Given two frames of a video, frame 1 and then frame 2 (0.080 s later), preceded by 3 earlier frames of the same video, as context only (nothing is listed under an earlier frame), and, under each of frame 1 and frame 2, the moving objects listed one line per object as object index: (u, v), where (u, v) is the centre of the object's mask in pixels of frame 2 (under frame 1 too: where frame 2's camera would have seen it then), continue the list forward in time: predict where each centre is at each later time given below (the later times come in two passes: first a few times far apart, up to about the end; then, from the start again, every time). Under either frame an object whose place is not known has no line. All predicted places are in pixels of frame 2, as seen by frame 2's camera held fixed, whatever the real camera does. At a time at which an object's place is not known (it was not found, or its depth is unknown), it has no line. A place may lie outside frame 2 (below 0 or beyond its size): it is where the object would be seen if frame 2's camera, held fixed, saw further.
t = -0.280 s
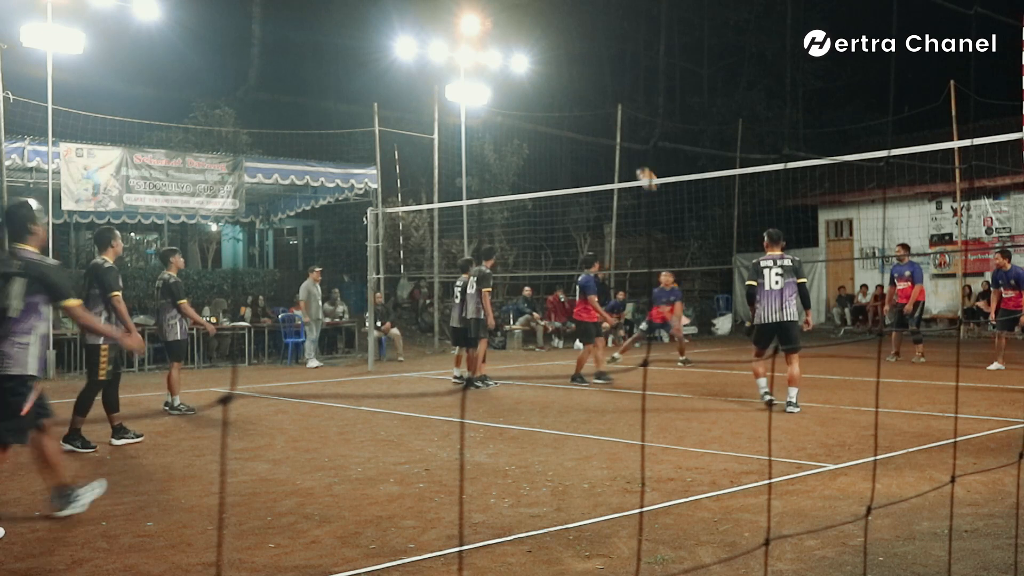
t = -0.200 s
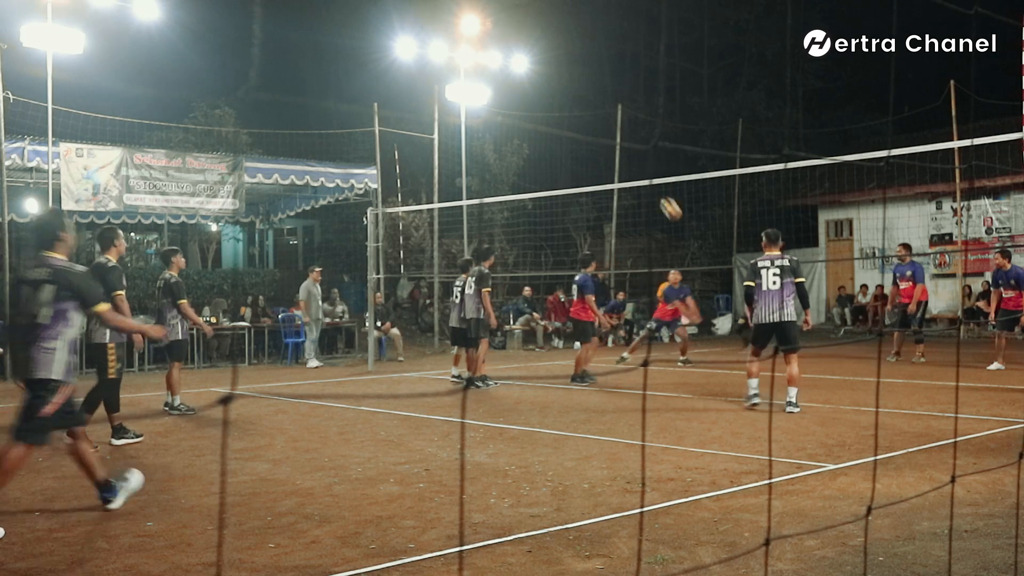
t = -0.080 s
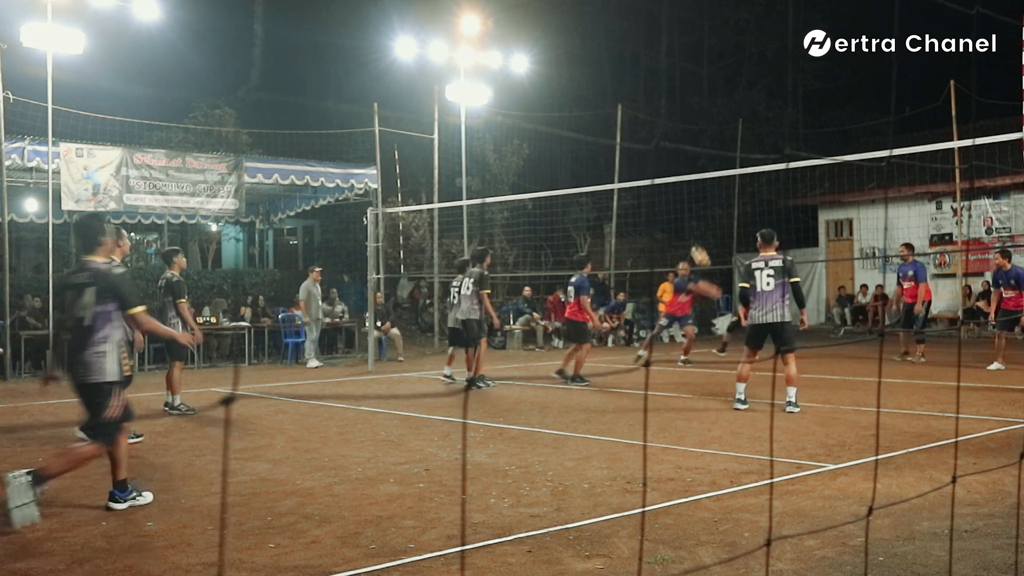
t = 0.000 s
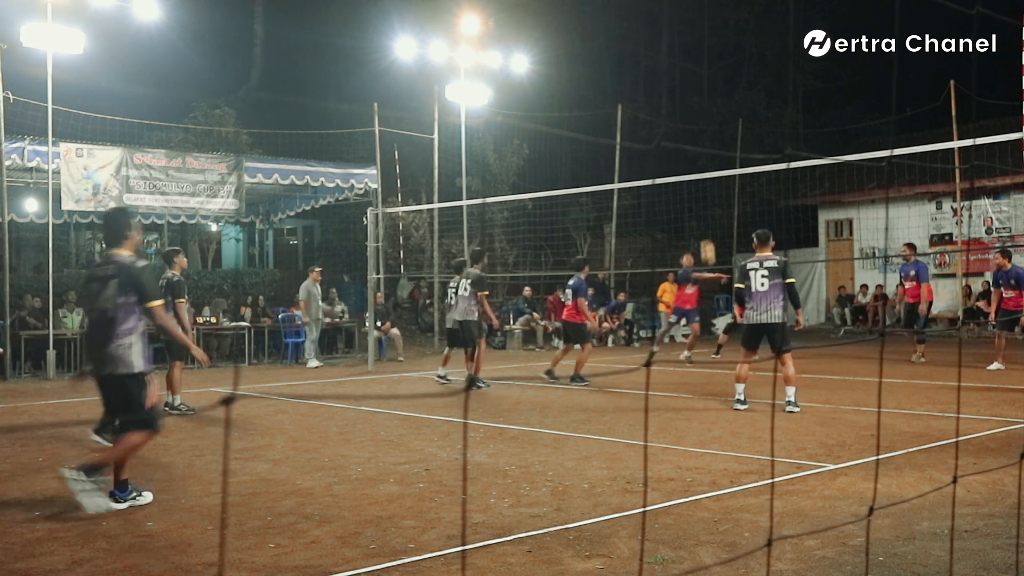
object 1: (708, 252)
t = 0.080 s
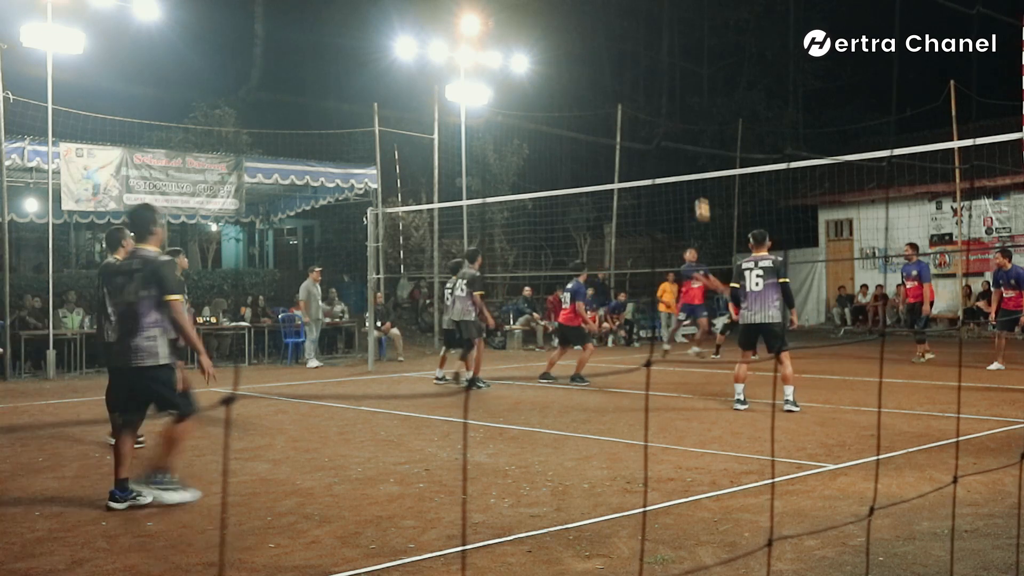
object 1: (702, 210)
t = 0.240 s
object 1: (692, 138)
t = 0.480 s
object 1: (676, 63)
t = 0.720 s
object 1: (662, 23)
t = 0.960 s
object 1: (648, 22)
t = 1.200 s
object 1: (634, 63)
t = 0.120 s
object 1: (700, 191)
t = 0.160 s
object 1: (697, 171)
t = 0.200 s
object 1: (695, 155)
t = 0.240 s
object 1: (692, 138)
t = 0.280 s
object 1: (689, 123)
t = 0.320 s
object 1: (687, 109)
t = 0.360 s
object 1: (684, 96)
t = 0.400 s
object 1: (682, 83)
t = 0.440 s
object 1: (679, 73)
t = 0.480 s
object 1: (676, 63)
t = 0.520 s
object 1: (674, 53)
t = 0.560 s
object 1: (671, 45)
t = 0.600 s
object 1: (669, 38)
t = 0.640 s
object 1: (667, 32)
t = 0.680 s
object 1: (664, 27)
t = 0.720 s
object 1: (662, 23)
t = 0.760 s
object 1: (659, 20)
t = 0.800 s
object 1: (657, 18)
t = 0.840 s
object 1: (655, 18)
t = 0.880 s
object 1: (653, 18)
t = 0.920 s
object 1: (650, 20)
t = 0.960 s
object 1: (648, 22)
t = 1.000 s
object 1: (645, 26)
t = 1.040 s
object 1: (643, 32)
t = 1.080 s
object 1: (641, 37)
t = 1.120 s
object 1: (639, 45)
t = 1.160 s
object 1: (636, 54)
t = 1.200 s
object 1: (634, 63)
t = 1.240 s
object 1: (631, 74)
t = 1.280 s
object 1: (629, 86)
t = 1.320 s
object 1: (627, 99)
